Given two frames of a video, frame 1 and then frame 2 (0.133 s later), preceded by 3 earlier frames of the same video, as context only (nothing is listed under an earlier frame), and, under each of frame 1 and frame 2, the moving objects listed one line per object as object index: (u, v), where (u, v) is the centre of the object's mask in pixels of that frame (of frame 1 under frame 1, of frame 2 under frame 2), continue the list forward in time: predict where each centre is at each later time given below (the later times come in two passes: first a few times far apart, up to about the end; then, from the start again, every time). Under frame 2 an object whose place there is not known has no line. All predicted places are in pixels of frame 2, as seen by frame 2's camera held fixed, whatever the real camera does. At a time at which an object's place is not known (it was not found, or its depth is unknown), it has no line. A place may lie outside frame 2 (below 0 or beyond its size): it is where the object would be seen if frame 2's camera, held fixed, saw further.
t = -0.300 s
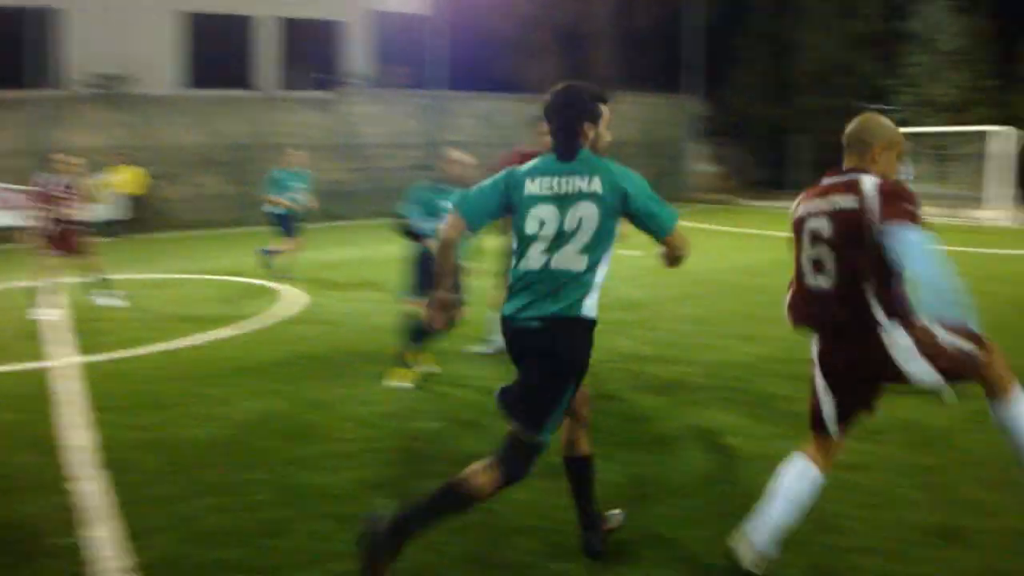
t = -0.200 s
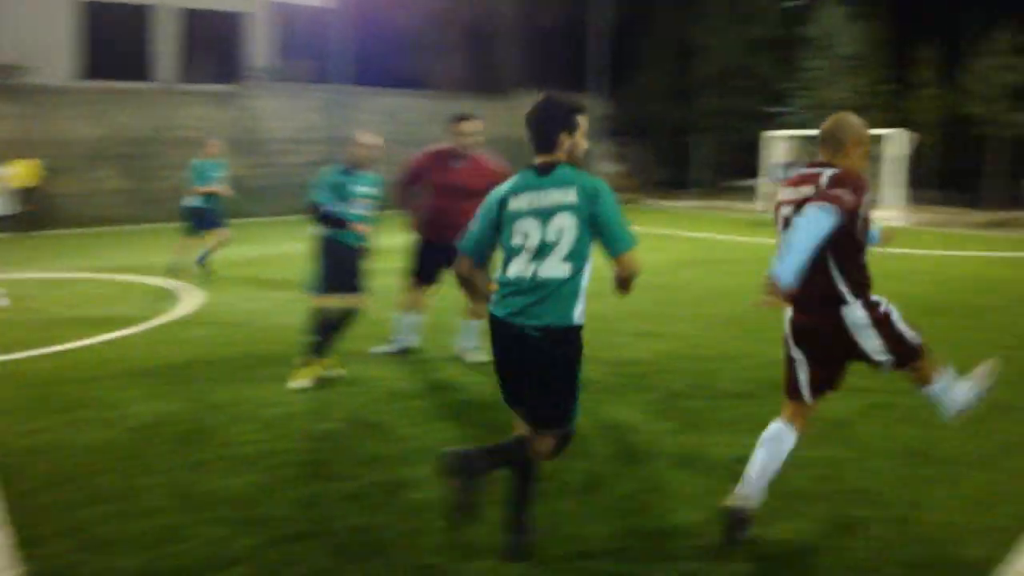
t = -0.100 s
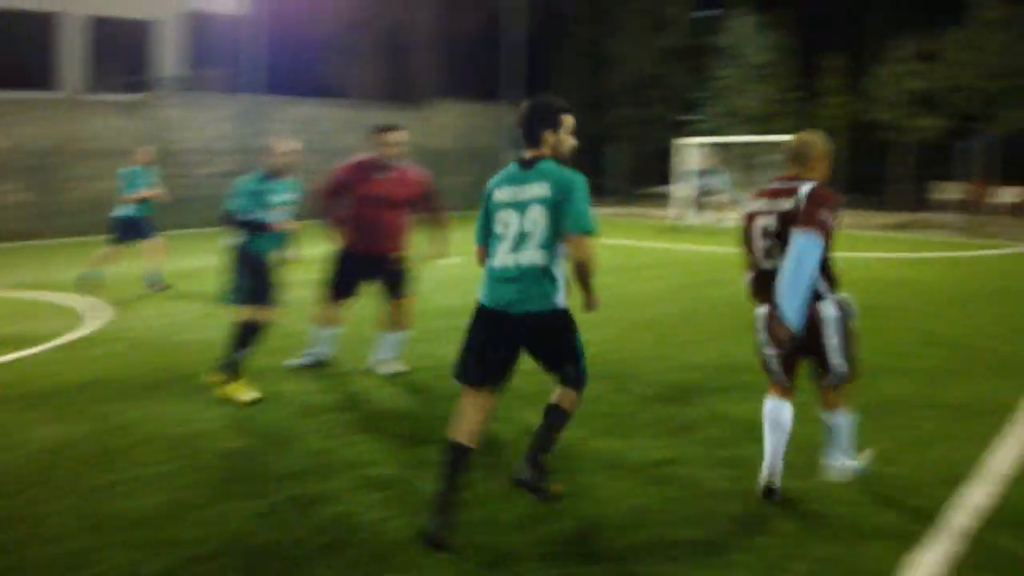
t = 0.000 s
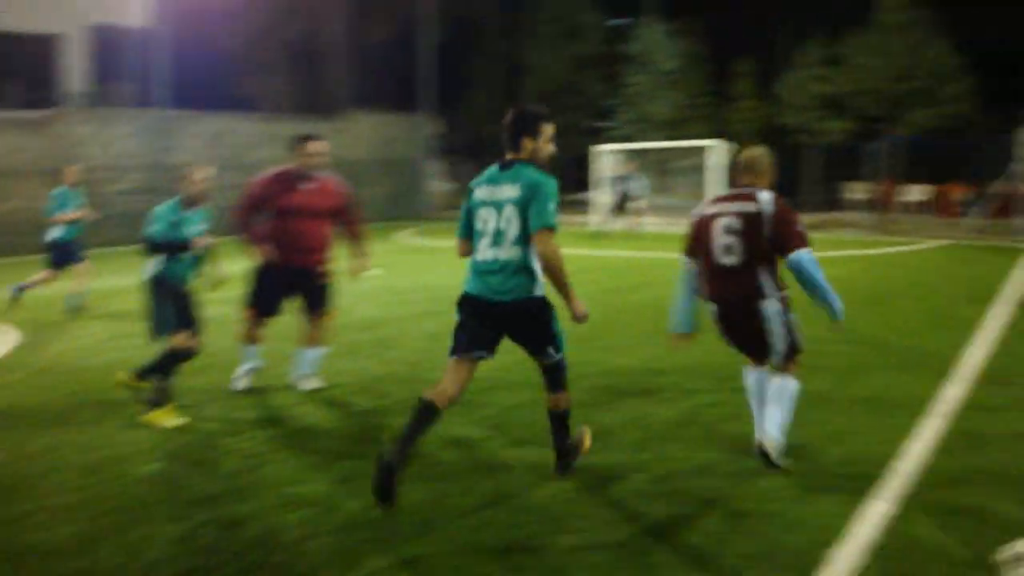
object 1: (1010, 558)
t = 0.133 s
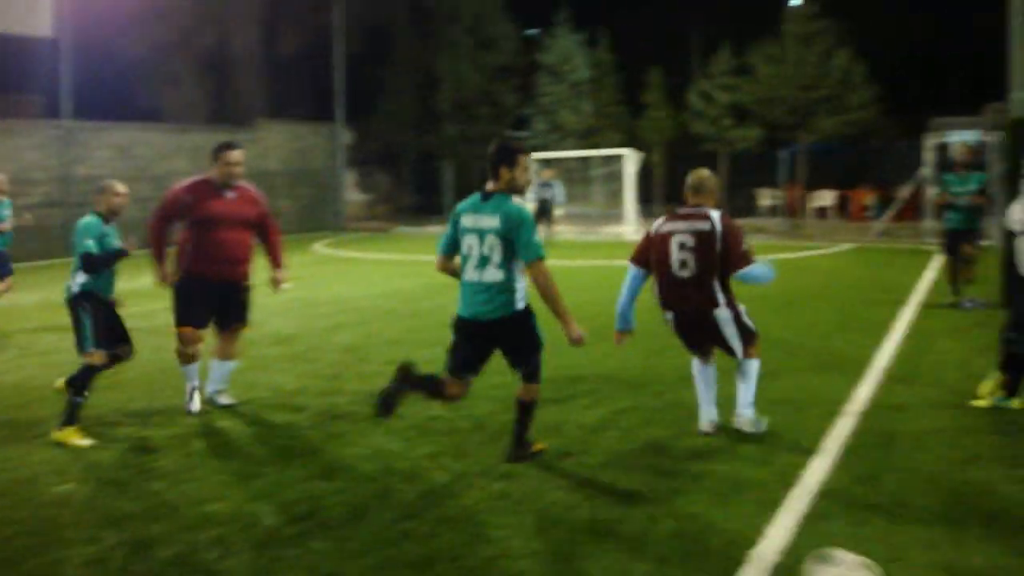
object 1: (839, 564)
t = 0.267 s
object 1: (746, 551)
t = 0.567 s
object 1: (563, 543)
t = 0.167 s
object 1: (818, 560)
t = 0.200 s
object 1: (789, 556)
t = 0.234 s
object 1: (771, 552)
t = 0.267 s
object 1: (746, 551)
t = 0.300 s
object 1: (721, 550)
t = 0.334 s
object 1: (703, 552)
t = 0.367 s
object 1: (680, 557)
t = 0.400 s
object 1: (655, 558)
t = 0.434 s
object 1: (635, 554)
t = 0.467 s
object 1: (618, 550)
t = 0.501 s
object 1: (598, 547)
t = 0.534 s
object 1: (580, 543)
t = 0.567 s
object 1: (563, 543)
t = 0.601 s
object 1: (544, 546)
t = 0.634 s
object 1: (527, 548)
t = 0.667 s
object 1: (510, 542)
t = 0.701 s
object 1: (496, 536)
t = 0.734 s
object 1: (480, 534)
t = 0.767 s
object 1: (466, 534)
